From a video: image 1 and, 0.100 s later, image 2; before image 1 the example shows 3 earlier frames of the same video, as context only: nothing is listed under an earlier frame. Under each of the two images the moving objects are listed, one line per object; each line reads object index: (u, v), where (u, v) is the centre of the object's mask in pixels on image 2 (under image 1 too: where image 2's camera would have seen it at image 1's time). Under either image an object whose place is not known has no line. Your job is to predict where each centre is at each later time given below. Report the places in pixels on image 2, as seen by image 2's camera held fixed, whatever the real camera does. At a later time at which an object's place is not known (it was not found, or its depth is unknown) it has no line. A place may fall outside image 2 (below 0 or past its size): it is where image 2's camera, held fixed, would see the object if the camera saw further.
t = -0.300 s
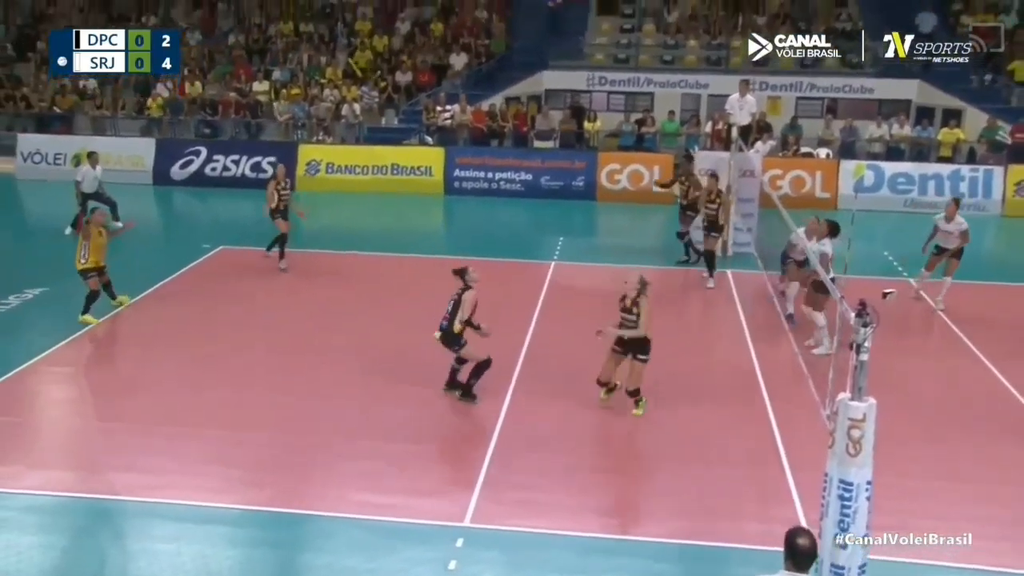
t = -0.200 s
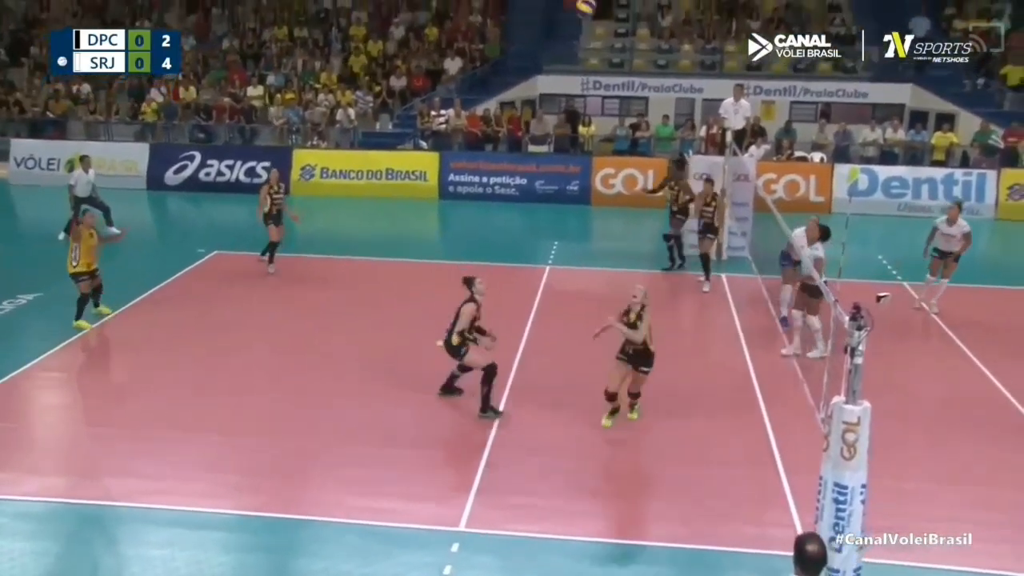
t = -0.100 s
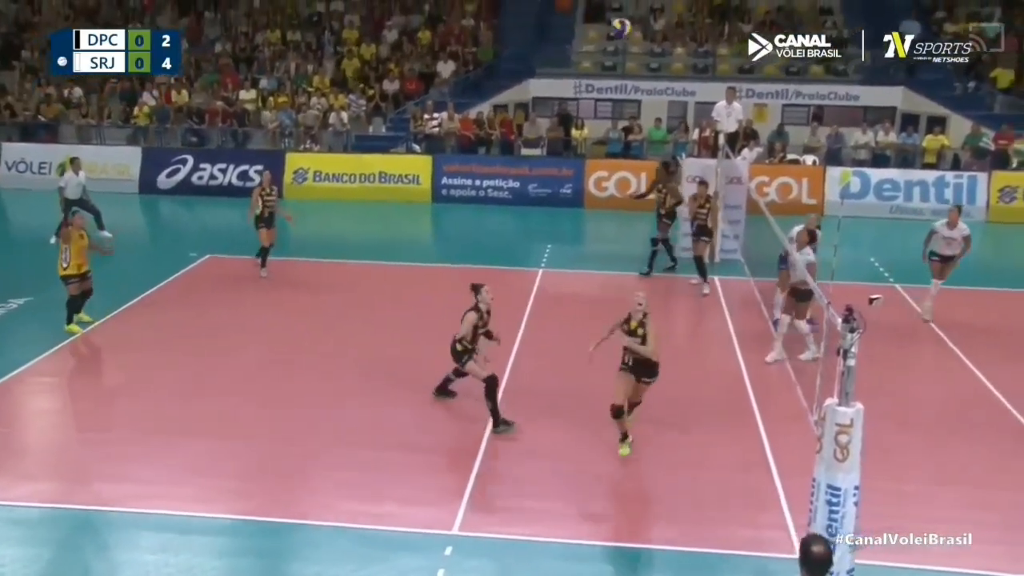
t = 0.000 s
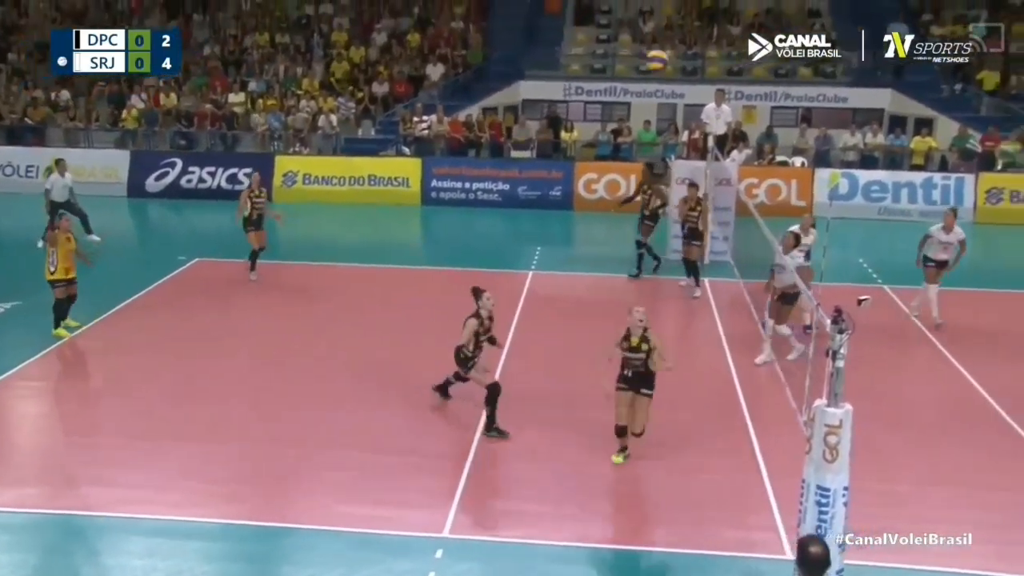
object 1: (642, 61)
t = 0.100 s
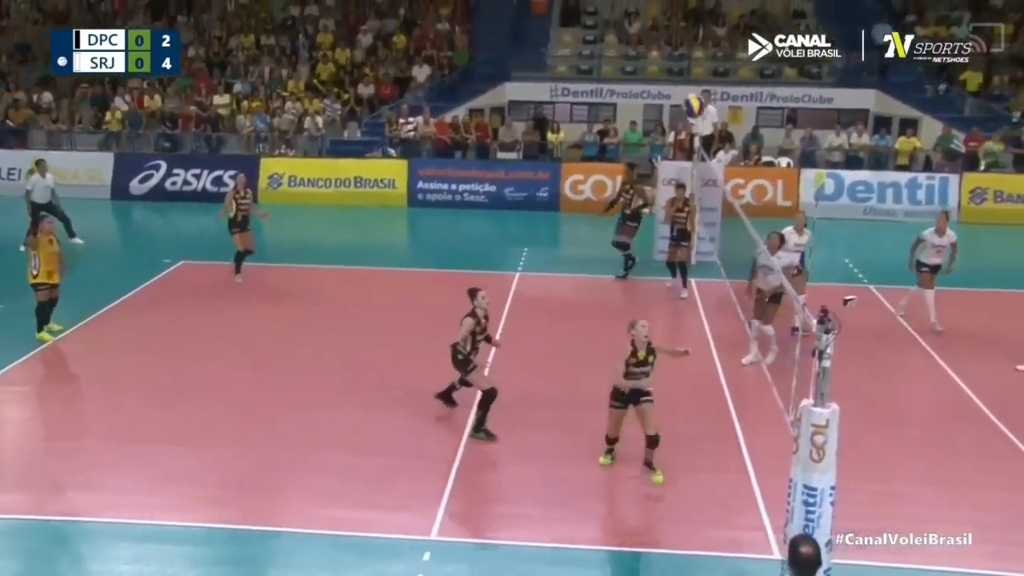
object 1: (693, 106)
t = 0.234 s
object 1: (767, 187)
